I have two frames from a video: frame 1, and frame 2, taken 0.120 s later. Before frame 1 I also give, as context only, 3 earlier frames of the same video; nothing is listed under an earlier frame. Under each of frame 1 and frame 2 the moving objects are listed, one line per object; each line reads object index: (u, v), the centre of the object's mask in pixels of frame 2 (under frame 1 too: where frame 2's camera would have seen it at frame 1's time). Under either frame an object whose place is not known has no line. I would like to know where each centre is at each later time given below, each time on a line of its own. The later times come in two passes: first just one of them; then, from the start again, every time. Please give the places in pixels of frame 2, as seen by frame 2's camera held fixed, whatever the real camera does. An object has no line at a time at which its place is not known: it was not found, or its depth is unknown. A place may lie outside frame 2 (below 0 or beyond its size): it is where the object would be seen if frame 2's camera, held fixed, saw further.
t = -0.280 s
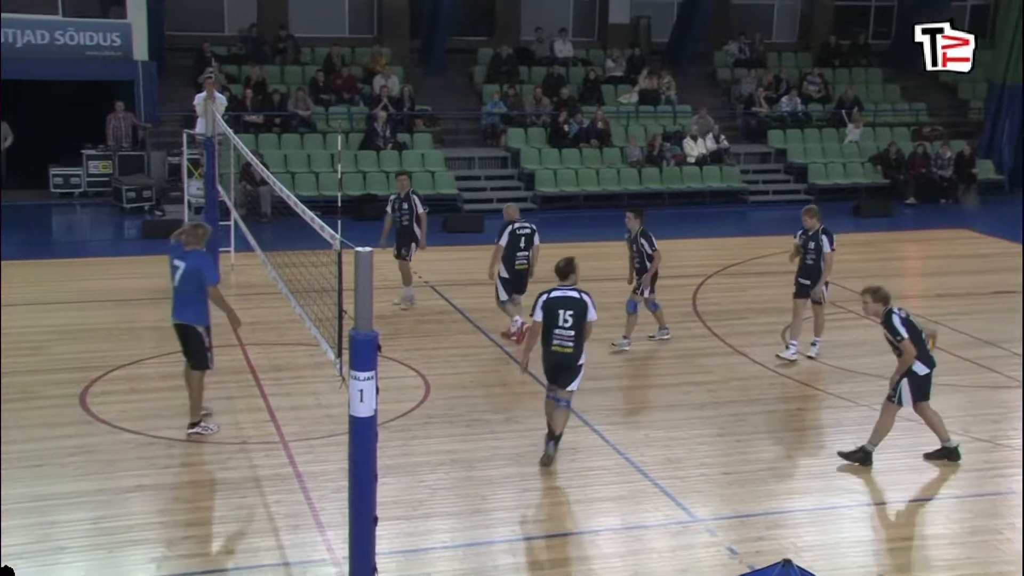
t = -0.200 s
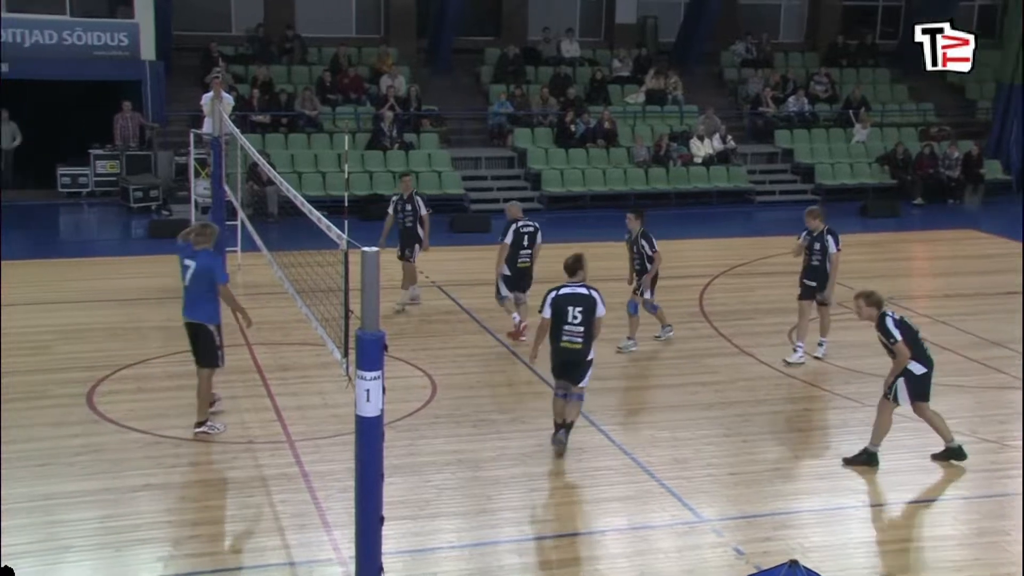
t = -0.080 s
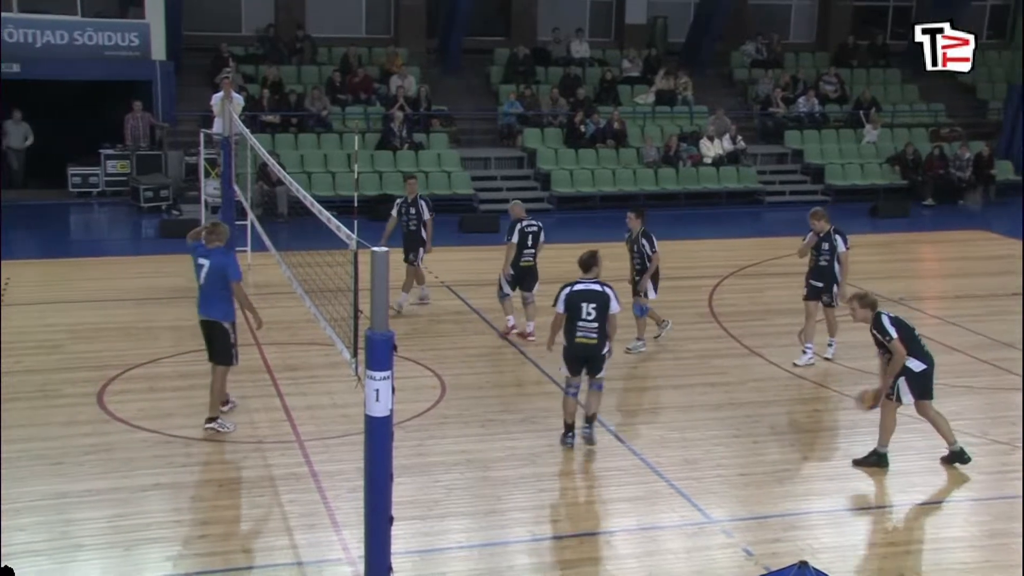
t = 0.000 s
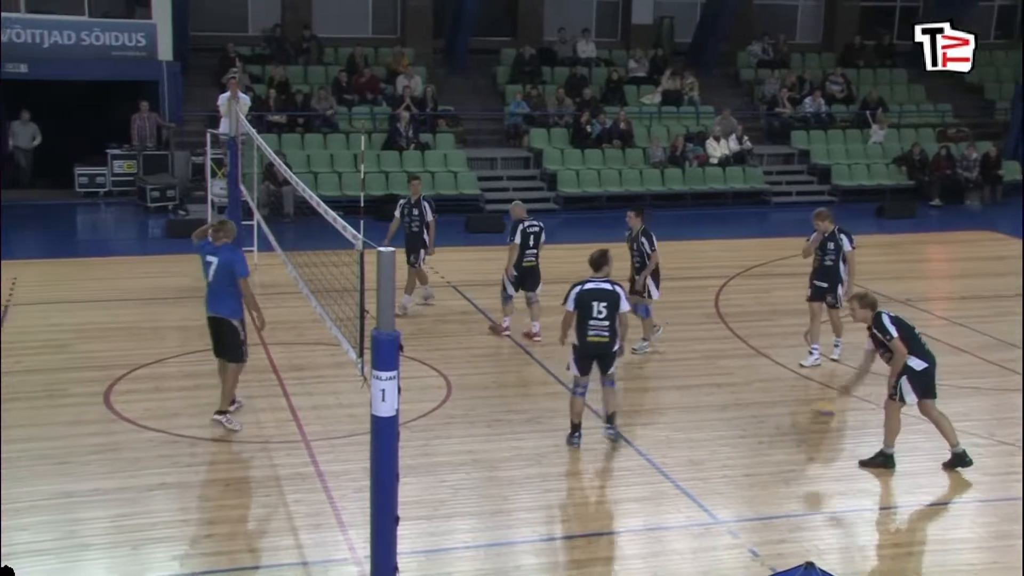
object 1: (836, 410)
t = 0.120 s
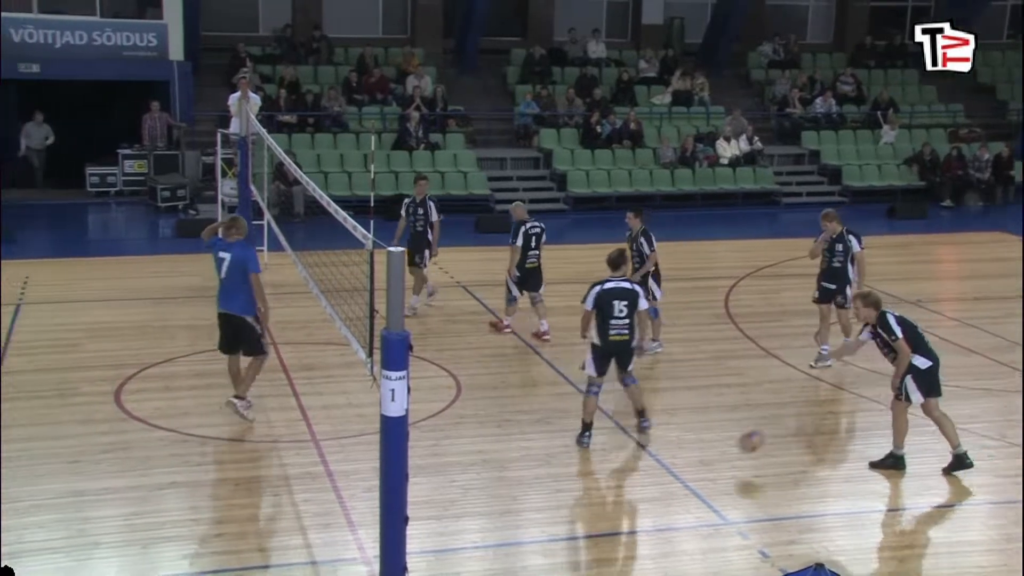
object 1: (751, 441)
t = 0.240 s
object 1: (679, 450)
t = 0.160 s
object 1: (722, 453)
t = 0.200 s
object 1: (698, 459)
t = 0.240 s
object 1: (679, 450)
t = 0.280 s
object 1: (660, 442)
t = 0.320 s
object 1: (642, 439)
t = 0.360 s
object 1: (620, 436)
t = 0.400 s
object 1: (601, 434)
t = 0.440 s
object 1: (584, 435)
